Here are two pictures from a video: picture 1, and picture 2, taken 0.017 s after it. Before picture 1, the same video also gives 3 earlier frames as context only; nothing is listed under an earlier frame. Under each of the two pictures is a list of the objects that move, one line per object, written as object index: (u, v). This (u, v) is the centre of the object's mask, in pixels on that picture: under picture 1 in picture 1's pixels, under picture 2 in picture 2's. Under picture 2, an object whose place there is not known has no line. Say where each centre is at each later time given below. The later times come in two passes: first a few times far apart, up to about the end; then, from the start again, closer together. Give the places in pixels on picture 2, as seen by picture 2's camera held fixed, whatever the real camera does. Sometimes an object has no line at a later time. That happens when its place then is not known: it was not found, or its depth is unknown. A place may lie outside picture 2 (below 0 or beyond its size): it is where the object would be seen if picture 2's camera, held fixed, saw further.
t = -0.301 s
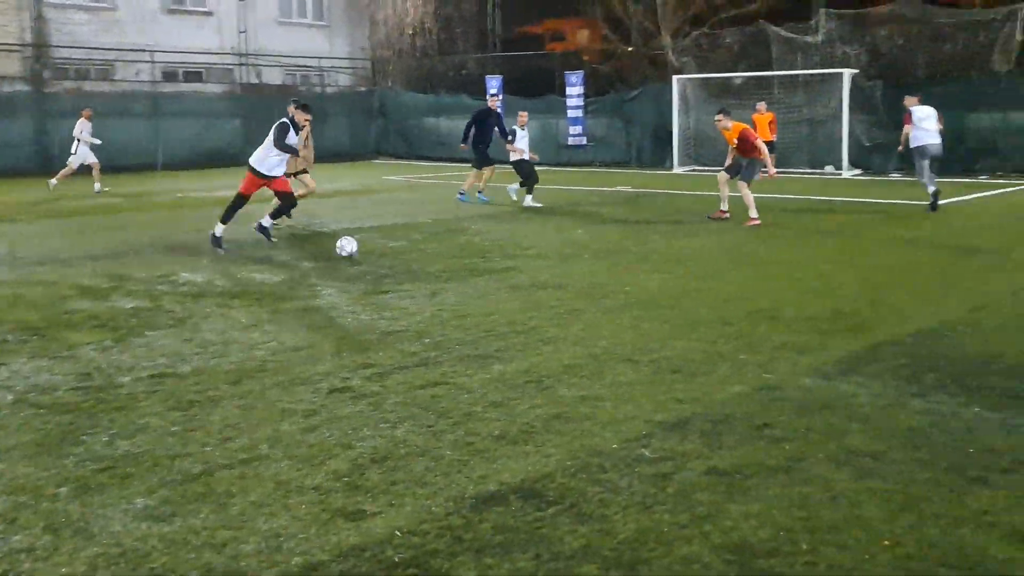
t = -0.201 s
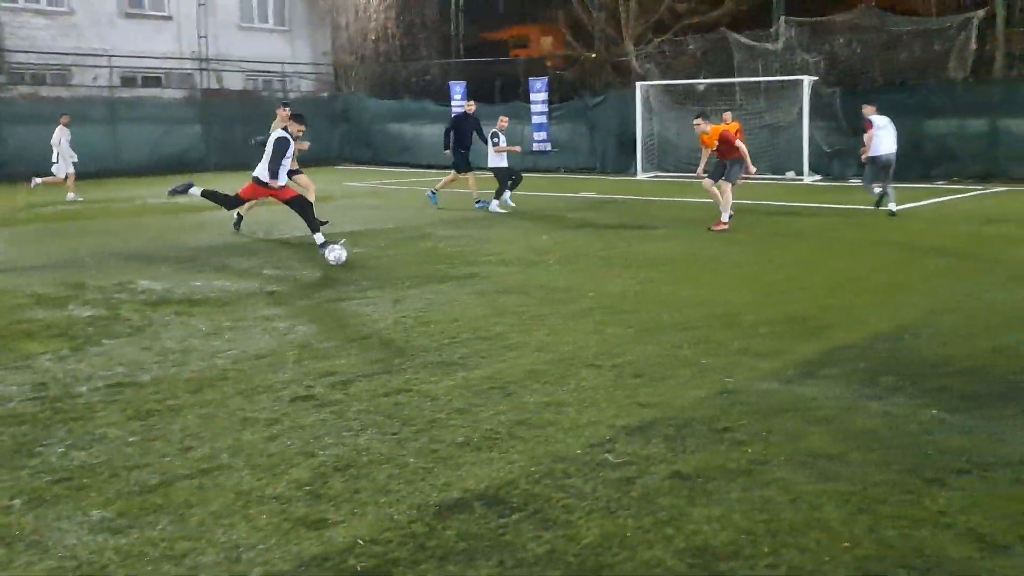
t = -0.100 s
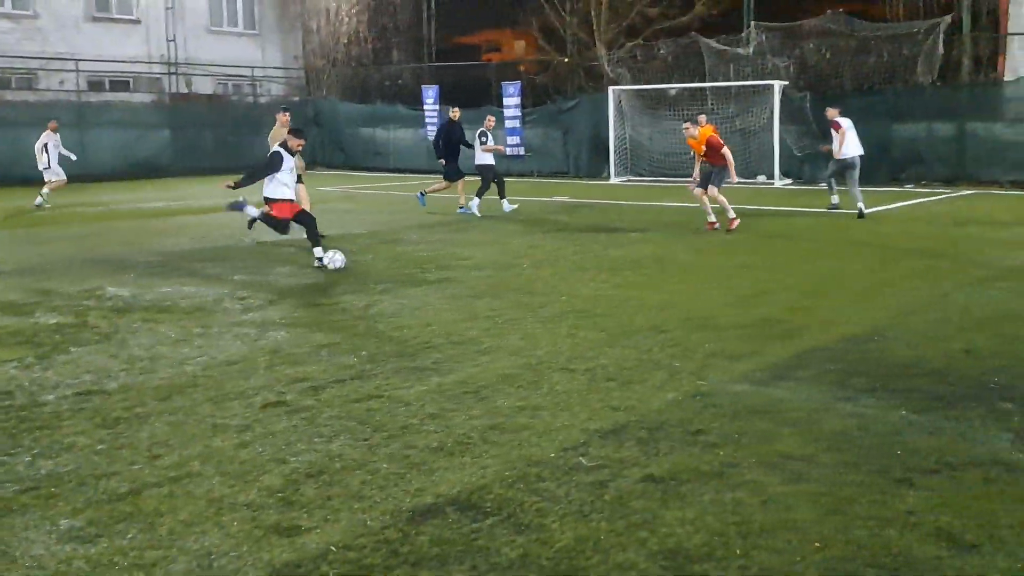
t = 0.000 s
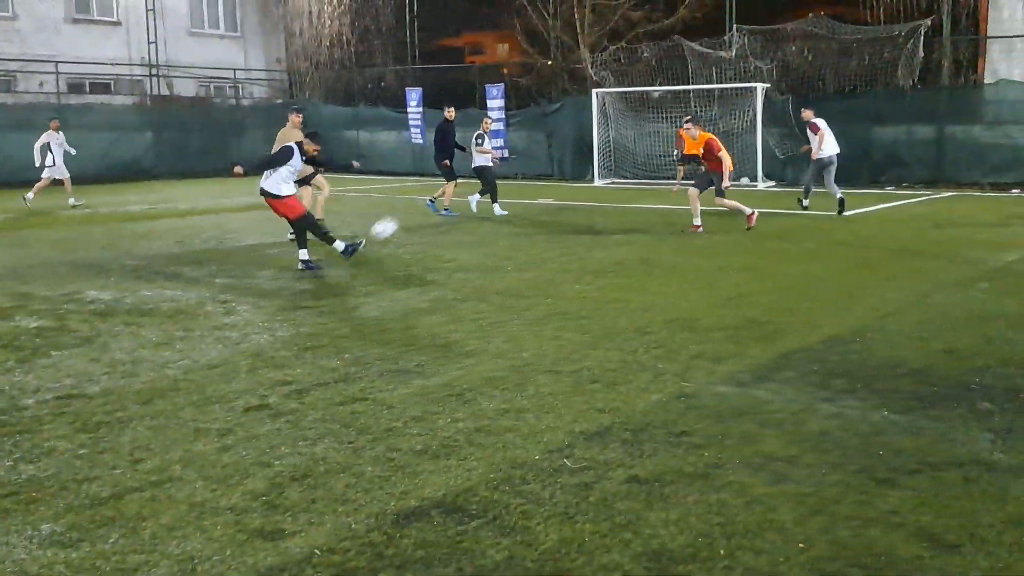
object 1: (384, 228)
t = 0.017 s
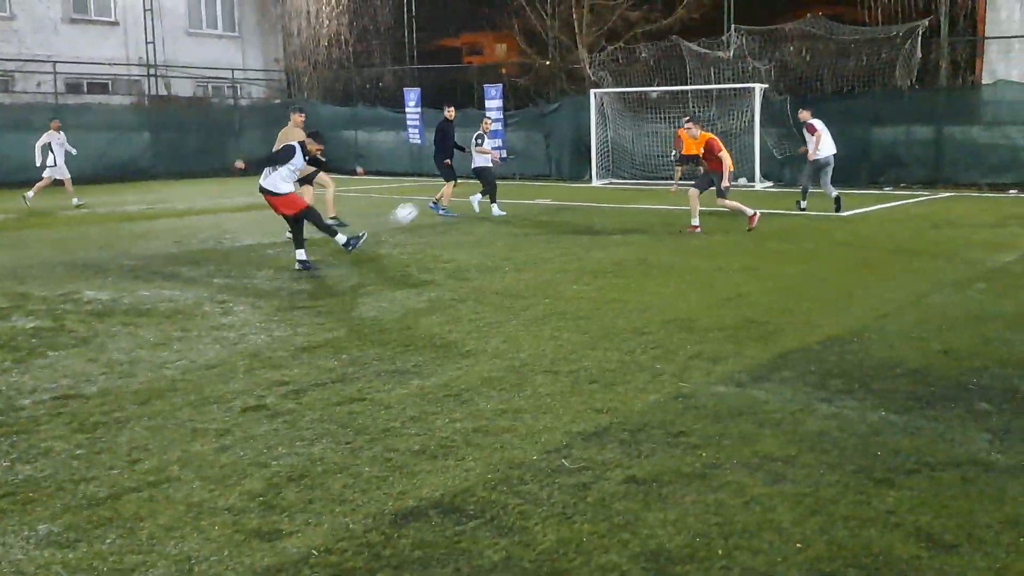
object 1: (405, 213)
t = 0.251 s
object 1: (610, 83)
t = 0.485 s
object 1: (714, 35)
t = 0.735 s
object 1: (767, 26)
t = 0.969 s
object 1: (760, 41)
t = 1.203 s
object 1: (748, 81)
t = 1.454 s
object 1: (738, 96)
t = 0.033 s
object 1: (424, 201)
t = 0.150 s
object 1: (540, 125)
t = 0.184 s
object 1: (565, 110)
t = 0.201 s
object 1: (578, 102)
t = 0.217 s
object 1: (587, 96)
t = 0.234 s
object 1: (599, 89)
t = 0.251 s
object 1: (610, 83)
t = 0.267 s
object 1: (619, 78)
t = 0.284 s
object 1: (629, 73)
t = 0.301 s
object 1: (638, 68)
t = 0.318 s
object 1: (645, 64)
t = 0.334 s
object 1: (654, 60)
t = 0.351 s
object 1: (662, 56)
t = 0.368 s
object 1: (669, 53)
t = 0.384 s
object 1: (676, 49)
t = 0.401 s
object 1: (683, 46)
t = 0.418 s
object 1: (689, 44)
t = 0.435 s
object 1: (696, 41)
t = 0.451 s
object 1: (702, 39)
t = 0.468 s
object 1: (708, 37)
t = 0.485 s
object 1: (714, 35)
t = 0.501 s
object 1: (719, 34)
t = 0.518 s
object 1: (724, 32)
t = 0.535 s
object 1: (729, 30)
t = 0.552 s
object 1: (734, 29)
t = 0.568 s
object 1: (738, 28)
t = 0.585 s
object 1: (743, 28)
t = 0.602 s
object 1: (747, 27)
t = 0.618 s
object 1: (751, 27)
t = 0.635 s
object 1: (755, 27)
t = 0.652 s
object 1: (759, 27)
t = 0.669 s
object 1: (762, 27)
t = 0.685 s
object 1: (765, 27)
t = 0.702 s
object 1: (766, 27)
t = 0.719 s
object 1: (767, 26)
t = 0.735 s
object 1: (767, 26)
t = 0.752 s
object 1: (767, 26)
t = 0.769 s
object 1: (768, 26)
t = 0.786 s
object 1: (768, 27)
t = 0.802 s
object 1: (767, 27)
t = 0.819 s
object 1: (767, 28)
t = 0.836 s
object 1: (765, 29)
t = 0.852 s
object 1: (765, 30)
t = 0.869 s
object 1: (764, 31)
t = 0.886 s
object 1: (763, 33)
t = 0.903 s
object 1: (763, 34)
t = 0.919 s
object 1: (762, 36)
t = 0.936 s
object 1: (761, 38)
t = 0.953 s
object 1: (760, 39)
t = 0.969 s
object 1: (760, 41)
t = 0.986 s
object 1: (759, 43)
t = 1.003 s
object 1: (758, 46)
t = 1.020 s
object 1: (758, 48)
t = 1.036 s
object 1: (756, 51)
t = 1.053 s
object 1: (756, 53)
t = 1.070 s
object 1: (755, 56)
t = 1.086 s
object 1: (754, 59)
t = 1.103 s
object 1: (753, 62)
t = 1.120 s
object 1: (752, 65)
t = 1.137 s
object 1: (752, 69)
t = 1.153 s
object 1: (751, 72)
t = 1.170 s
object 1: (750, 75)
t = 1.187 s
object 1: (749, 78)
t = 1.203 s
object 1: (748, 81)
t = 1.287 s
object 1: (745, 94)
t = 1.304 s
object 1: (745, 94)
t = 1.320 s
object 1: (745, 95)
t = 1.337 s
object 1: (745, 94)
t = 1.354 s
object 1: (744, 94)
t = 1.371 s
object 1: (743, 94)
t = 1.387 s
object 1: (742, 95)
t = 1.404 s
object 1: (742, 94)
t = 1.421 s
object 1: (740, 95)
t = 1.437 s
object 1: (739, 96)
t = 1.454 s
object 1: (738, 96)
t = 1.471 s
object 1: (737, 96)
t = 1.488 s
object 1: (736, 96)
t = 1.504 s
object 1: (736, 97)
